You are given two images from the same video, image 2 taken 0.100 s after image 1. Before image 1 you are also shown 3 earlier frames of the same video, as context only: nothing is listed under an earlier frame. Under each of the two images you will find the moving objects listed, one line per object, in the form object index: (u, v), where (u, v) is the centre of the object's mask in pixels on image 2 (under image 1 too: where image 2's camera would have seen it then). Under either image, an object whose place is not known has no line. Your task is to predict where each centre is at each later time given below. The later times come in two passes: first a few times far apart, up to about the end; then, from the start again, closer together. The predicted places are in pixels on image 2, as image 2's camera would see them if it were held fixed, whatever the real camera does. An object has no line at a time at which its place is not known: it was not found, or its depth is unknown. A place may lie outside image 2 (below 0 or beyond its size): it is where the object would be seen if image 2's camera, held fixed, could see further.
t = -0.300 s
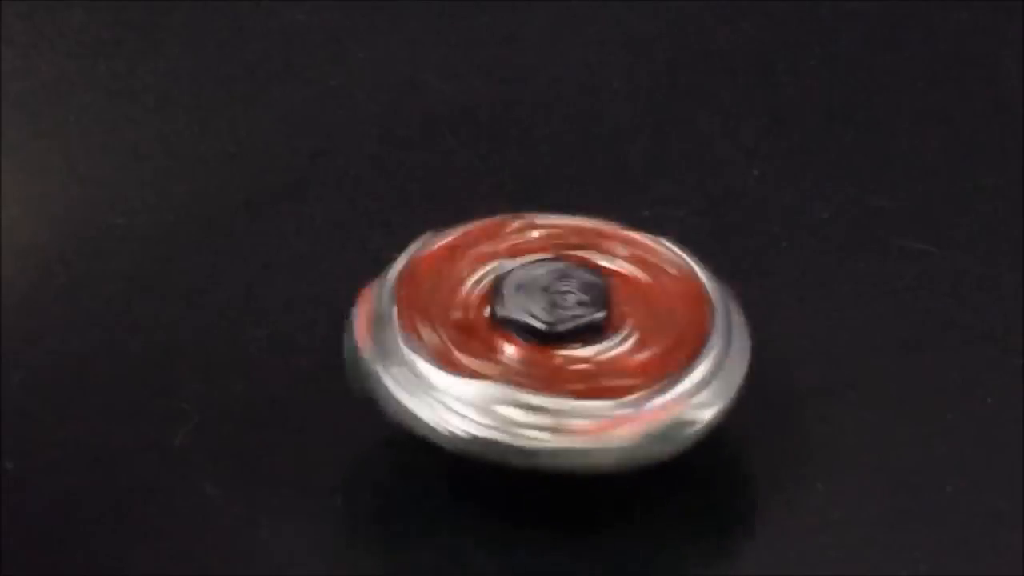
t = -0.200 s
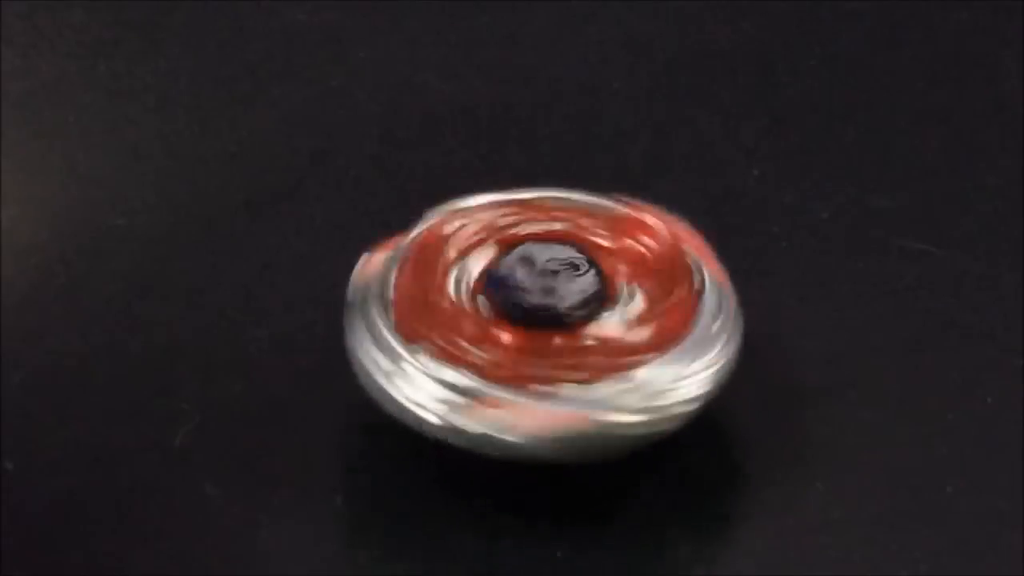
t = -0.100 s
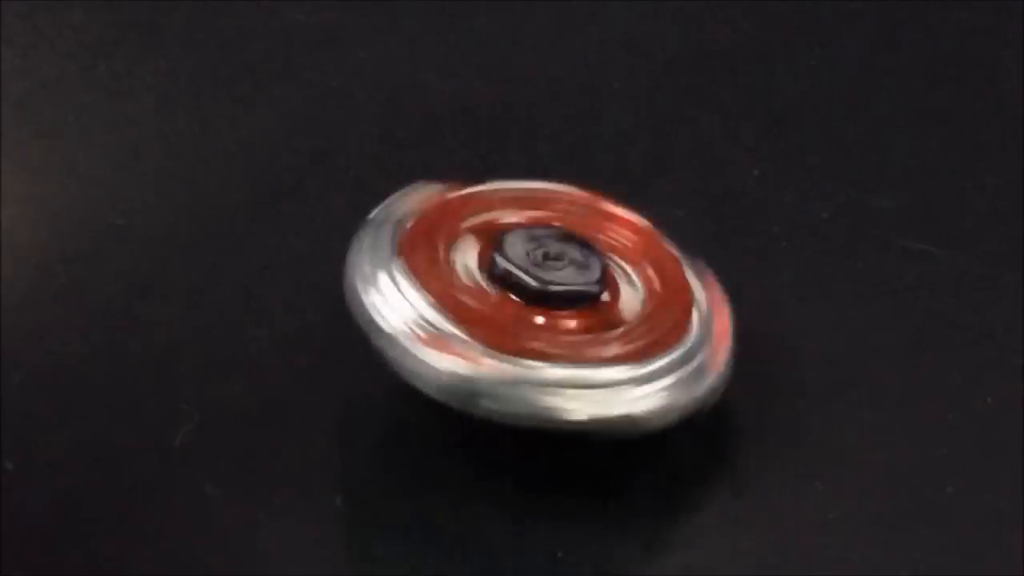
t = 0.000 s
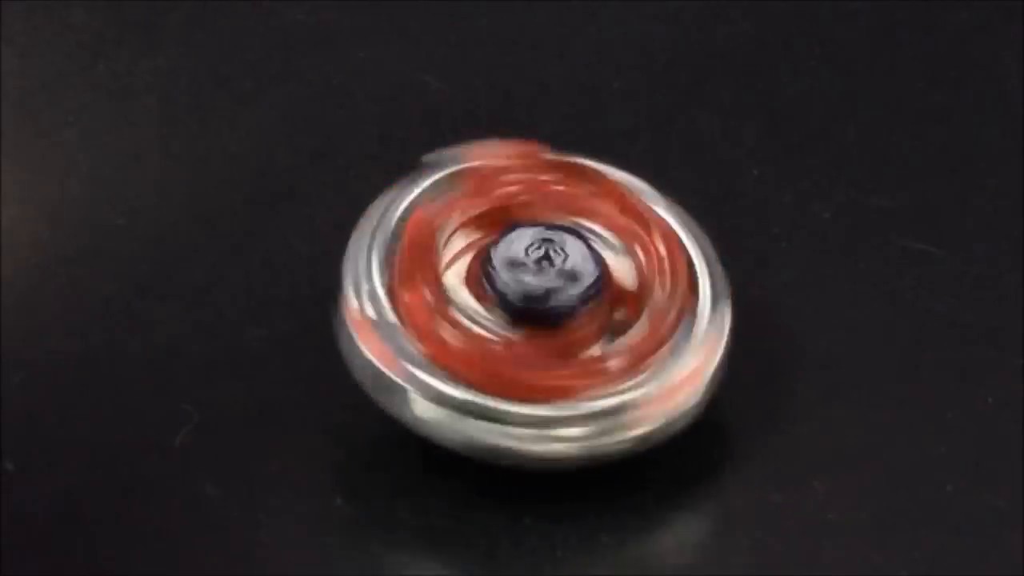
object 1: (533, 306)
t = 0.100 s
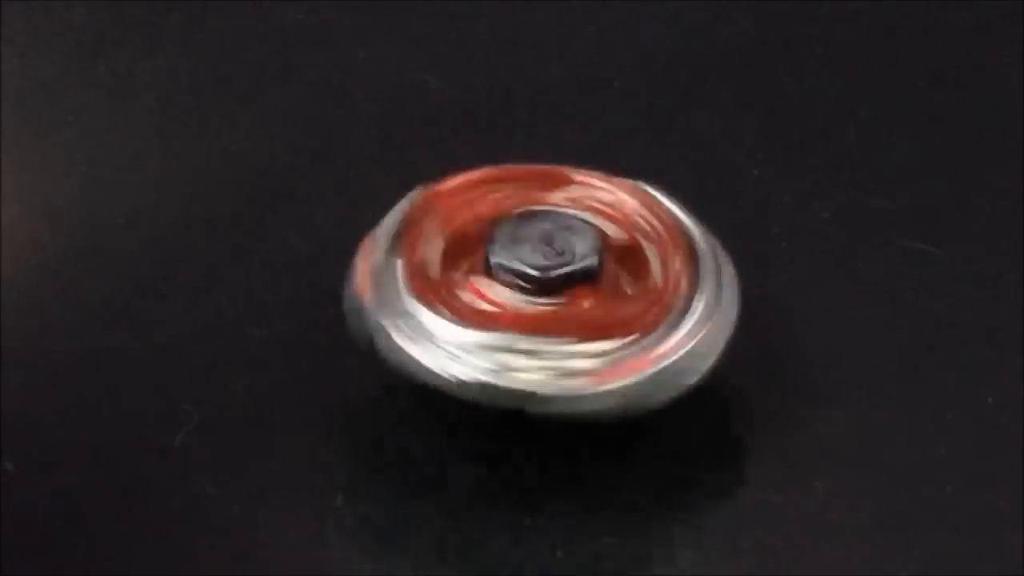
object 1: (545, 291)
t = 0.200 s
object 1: (549, 304)
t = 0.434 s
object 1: (541, 285)
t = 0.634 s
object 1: (527, 308)
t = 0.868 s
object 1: (515, 285)
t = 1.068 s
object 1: (521, 305)
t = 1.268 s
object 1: (489, 306)
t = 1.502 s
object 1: (476, 302)
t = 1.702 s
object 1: (481, 319)
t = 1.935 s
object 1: (475, 311)
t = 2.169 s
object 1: (475, 316)
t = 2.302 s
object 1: (475, 315)
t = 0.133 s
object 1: (551, 294)
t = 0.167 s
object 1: (552, 299)
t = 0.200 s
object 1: (549, 304)
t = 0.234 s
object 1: (540, 303)
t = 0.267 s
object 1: (532, 299)
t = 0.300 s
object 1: (522, 290)
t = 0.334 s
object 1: (522, 283)
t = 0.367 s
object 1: (528, 278)
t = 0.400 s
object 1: (538, 279)
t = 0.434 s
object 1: (541, 285)
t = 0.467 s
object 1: (543, 290)
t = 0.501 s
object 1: (545, 300)
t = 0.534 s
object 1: (542, 306)
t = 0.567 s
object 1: (538, 307)
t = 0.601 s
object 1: (533, 308)
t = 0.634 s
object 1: (527, 308)
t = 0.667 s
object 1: (523, 306)
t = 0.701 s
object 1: (514, 304)
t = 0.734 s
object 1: (509, 298)
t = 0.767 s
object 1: (508, 292)
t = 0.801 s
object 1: (505, 289)
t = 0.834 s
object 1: (510, 287)
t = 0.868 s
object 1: (515, 285)
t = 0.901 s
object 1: (519, 285)
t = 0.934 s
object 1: (525, 287)
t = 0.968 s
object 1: (528, 291)
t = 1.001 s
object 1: (529, 296)
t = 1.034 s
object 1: (526, 300)
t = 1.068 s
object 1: (521, 305)
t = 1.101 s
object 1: (517, 308)
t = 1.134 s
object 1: (511, 311)
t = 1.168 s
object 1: (504, 312)
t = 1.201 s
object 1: (498, 311)
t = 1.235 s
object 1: (493, 309)
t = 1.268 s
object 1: (489, 306)
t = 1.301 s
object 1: (487, 303)
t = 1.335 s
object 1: (484, 300)
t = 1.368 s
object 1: (482, 298)
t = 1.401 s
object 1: (481, 296)
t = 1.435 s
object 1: (480, 296)
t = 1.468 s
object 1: (478, 298)
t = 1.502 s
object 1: (476, 302)
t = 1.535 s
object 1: (476, 305)
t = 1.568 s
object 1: (477, 308)
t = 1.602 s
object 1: (477, 312)
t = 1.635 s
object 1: (478, 317)
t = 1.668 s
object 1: (480, 319)
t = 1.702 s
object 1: (481, 319)
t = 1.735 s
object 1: (481, 319)
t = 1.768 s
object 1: (479, 317)
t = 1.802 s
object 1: (476, 313)
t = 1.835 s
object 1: (475, 311)
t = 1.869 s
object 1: (475, 310)
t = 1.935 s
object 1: (475, 311)
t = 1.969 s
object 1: (476, 313)
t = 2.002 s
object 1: (476, 316)
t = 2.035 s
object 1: (477, 317)
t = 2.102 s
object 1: (475, 314)
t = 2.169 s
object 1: (475, 316)
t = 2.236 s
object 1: (475, 315)
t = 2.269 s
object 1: (475, 316)
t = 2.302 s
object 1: (475, 315)
